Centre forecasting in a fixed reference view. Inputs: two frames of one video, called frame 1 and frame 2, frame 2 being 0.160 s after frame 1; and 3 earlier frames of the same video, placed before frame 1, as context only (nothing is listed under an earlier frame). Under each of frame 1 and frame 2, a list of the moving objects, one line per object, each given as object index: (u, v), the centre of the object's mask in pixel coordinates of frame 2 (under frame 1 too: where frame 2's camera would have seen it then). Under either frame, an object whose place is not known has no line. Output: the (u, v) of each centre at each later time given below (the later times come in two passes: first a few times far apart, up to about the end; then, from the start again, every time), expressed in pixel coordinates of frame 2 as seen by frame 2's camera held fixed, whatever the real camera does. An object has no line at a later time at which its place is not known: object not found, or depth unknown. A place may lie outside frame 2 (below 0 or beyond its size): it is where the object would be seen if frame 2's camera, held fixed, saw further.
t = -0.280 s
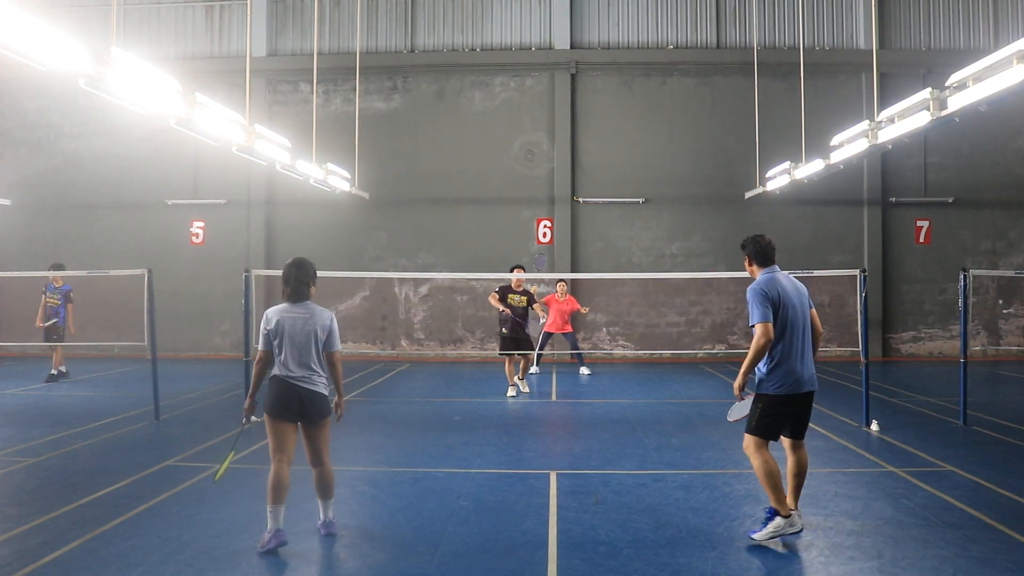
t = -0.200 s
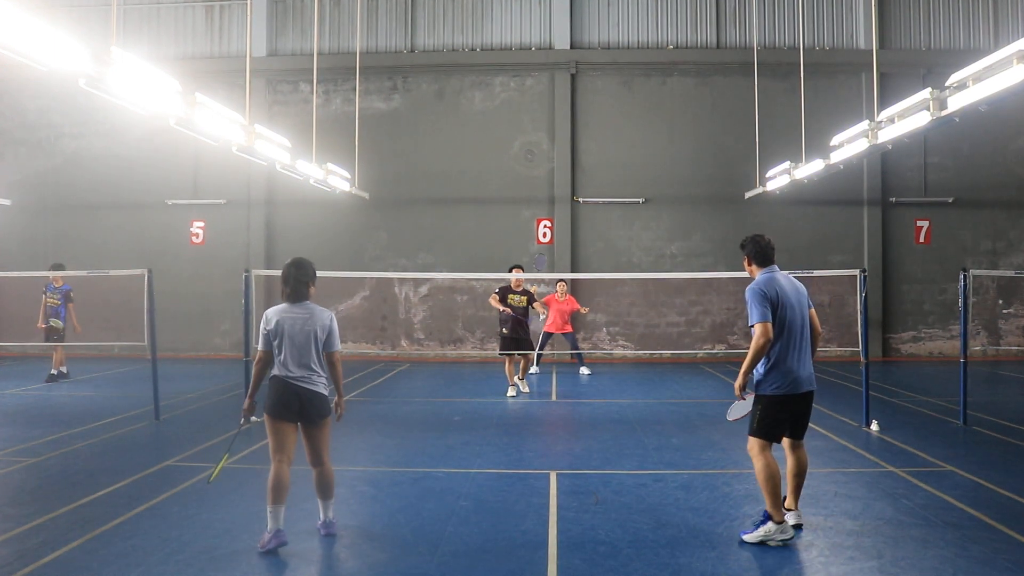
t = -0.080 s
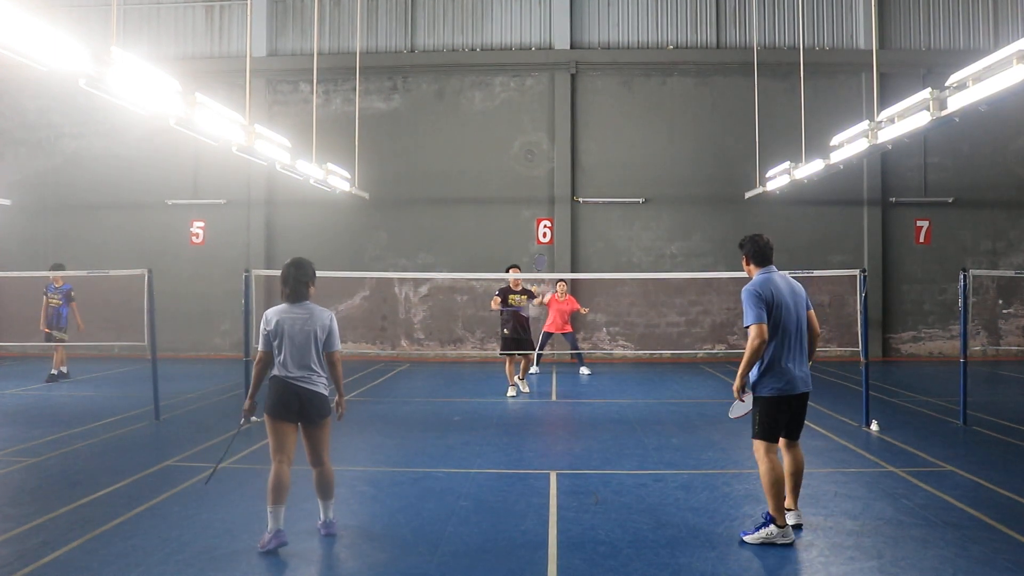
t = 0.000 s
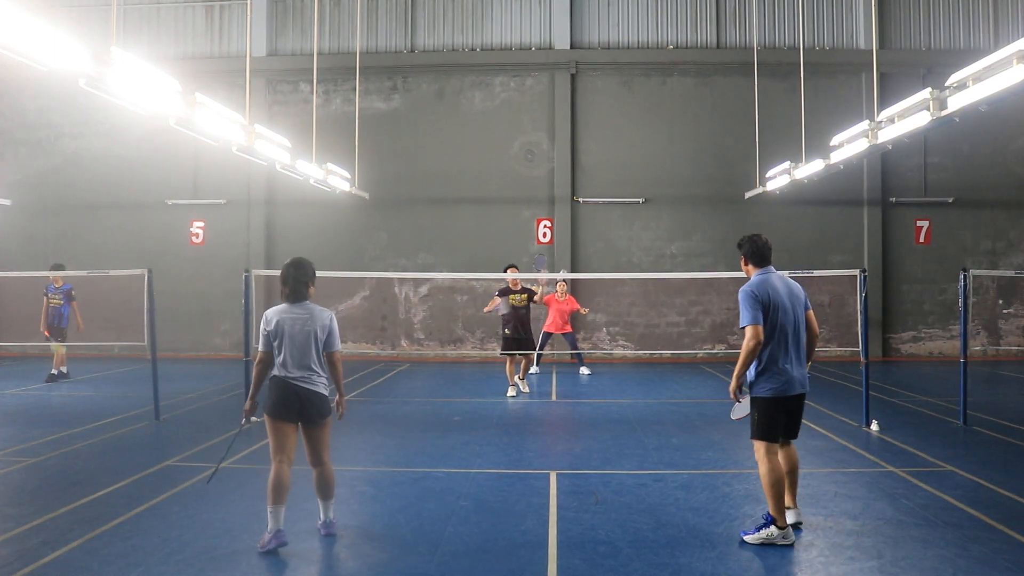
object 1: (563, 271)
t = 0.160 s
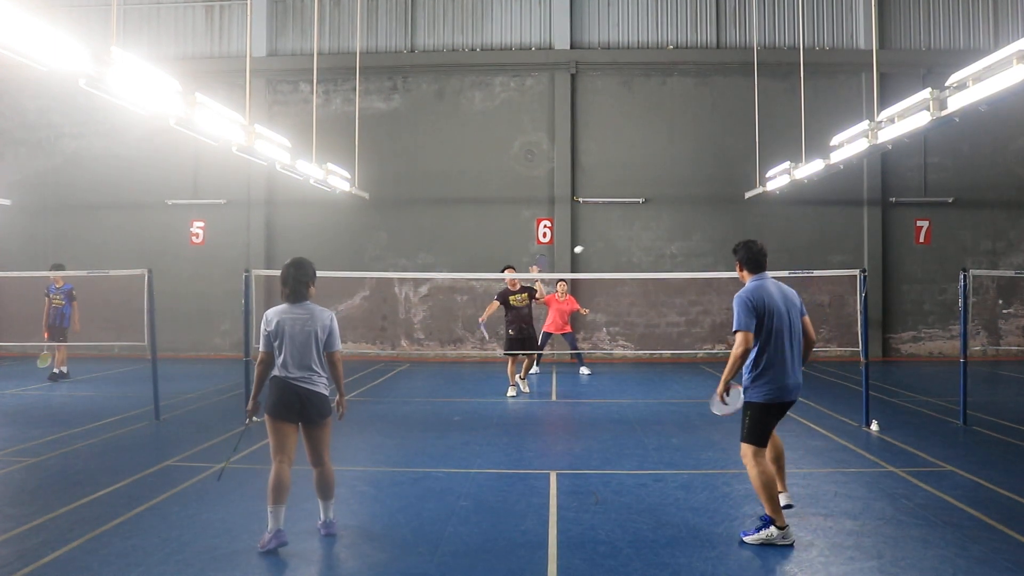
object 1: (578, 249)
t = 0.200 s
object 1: (583, 247)
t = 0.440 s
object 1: (612, 265)
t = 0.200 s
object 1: (583, 247)
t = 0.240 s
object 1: (588, 246)
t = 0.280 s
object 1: (593, 248)
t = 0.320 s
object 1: (598, 249)
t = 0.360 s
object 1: (603, 253)
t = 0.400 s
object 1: (607, 258)
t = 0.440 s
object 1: (612, 265)
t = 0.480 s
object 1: (616, 274)
